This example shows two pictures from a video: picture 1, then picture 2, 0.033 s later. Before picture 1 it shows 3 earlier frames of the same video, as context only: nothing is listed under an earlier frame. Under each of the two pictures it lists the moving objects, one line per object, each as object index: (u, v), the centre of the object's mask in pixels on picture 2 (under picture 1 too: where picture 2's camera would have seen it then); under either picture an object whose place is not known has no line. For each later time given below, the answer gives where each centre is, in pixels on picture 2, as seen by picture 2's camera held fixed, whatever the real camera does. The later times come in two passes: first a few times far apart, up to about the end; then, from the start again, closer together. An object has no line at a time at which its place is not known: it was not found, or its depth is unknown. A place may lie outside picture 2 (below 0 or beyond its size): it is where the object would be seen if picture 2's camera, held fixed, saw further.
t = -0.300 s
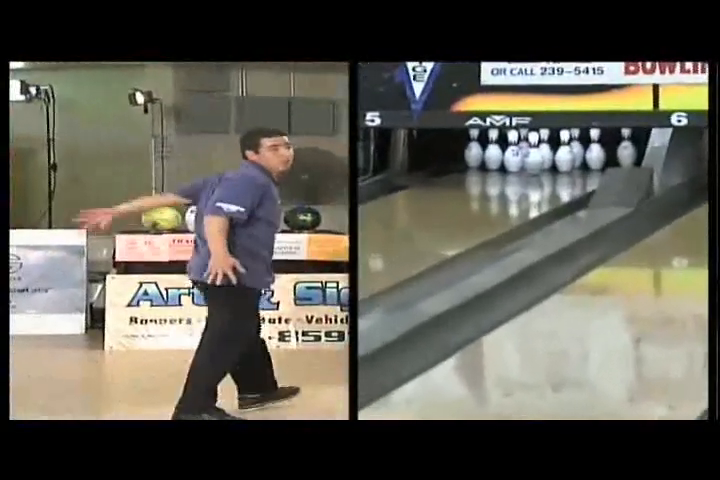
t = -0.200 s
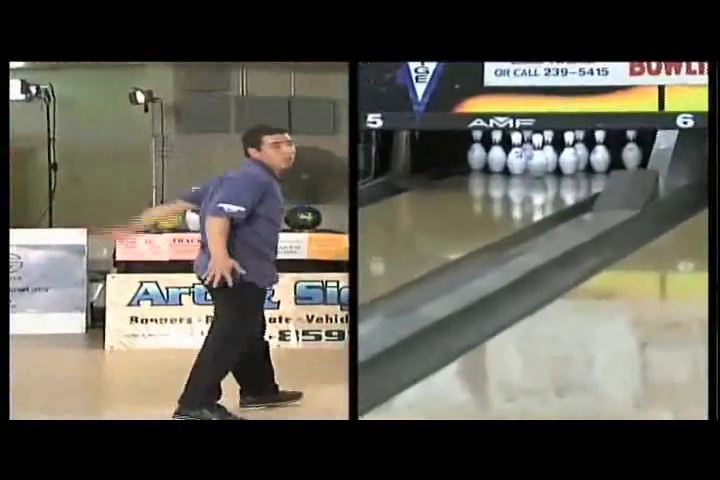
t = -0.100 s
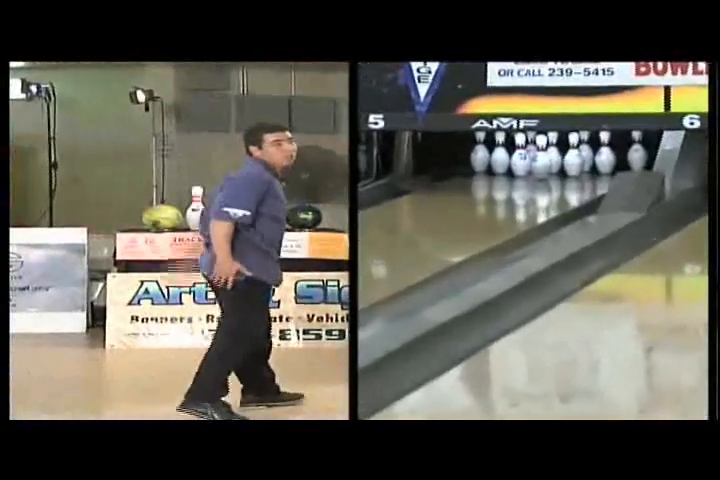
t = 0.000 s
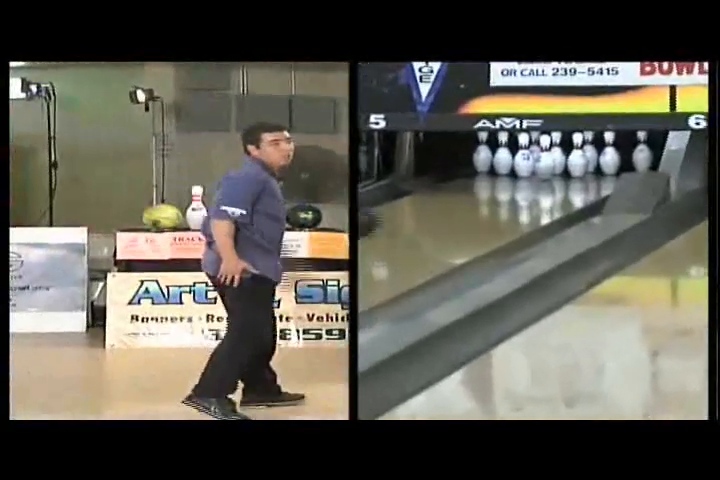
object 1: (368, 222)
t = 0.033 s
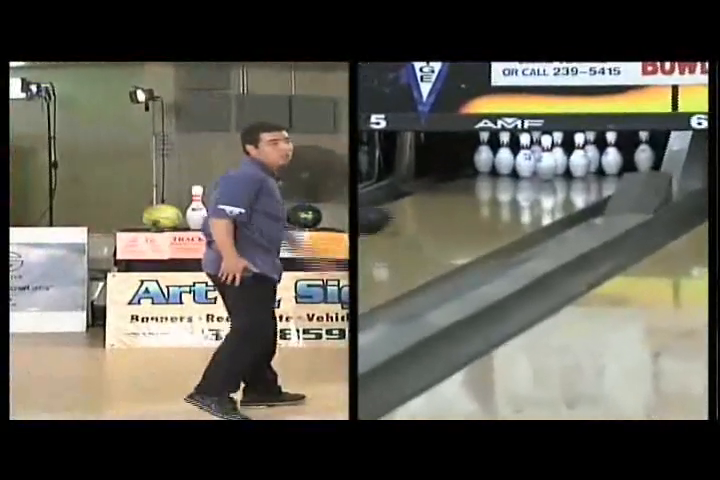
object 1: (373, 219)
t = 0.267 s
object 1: (444, 200)
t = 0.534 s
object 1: (523, 173)
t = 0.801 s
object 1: (587, 159)
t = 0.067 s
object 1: (380, 214)
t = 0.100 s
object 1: (390, 212)
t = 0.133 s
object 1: (401, 207)
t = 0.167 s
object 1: (415, 205)
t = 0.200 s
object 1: (426, 202)
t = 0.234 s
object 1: (434, 201)
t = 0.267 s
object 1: (444, 200)
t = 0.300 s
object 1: (453, 198)
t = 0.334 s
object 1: (463, 190)
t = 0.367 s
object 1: (473, 186)
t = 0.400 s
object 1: (481, 185)
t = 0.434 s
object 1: (493, 181)
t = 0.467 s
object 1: (503, 178)
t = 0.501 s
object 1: (513, 176)
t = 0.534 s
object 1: (523, 173)
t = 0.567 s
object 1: (531, 170)
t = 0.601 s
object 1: (543, 167)
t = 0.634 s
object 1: (548, 165)
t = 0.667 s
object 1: (558, 162)
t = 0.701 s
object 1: (567, 161)
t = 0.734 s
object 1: (583, 162)
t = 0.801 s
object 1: (587, 159)
